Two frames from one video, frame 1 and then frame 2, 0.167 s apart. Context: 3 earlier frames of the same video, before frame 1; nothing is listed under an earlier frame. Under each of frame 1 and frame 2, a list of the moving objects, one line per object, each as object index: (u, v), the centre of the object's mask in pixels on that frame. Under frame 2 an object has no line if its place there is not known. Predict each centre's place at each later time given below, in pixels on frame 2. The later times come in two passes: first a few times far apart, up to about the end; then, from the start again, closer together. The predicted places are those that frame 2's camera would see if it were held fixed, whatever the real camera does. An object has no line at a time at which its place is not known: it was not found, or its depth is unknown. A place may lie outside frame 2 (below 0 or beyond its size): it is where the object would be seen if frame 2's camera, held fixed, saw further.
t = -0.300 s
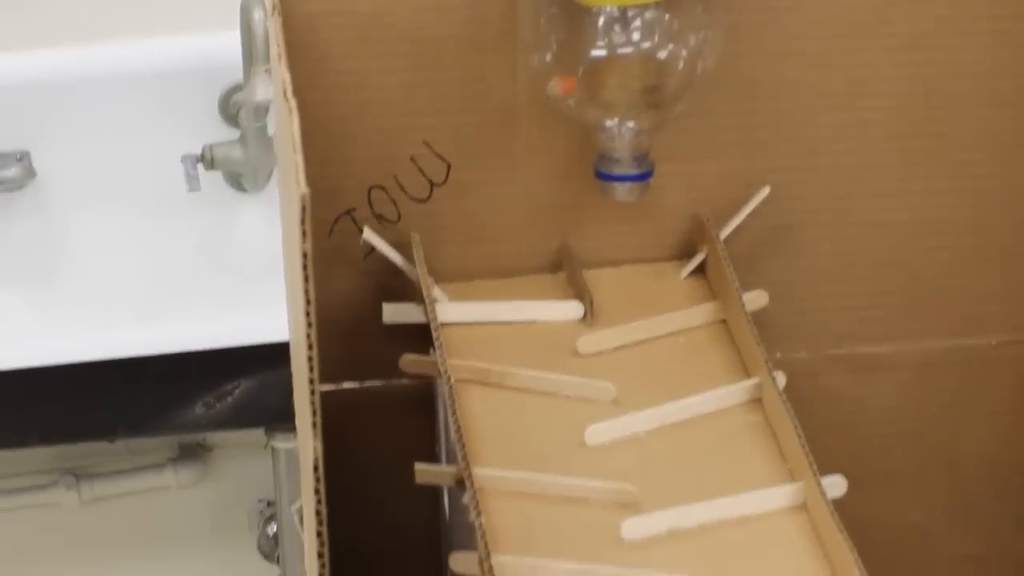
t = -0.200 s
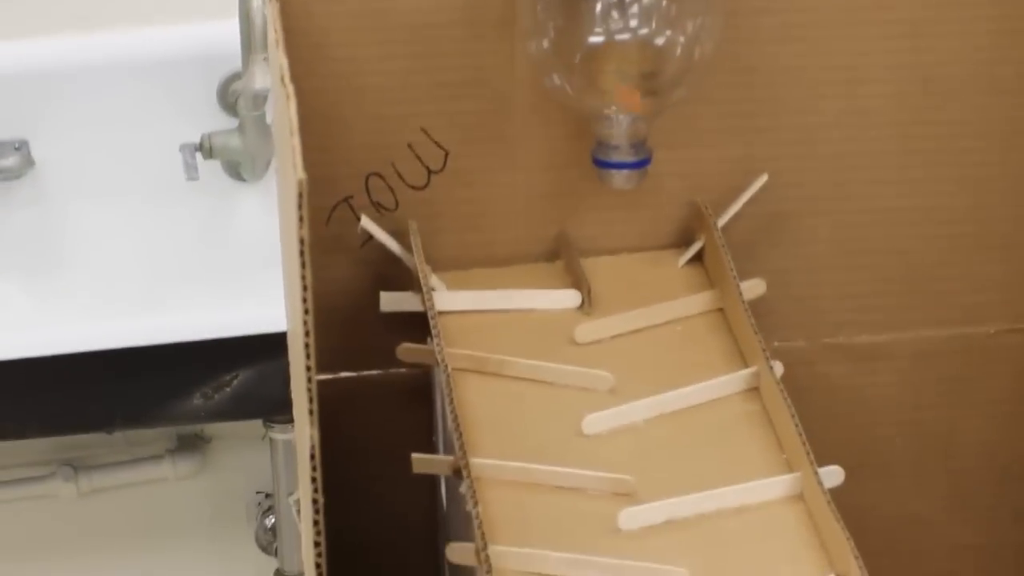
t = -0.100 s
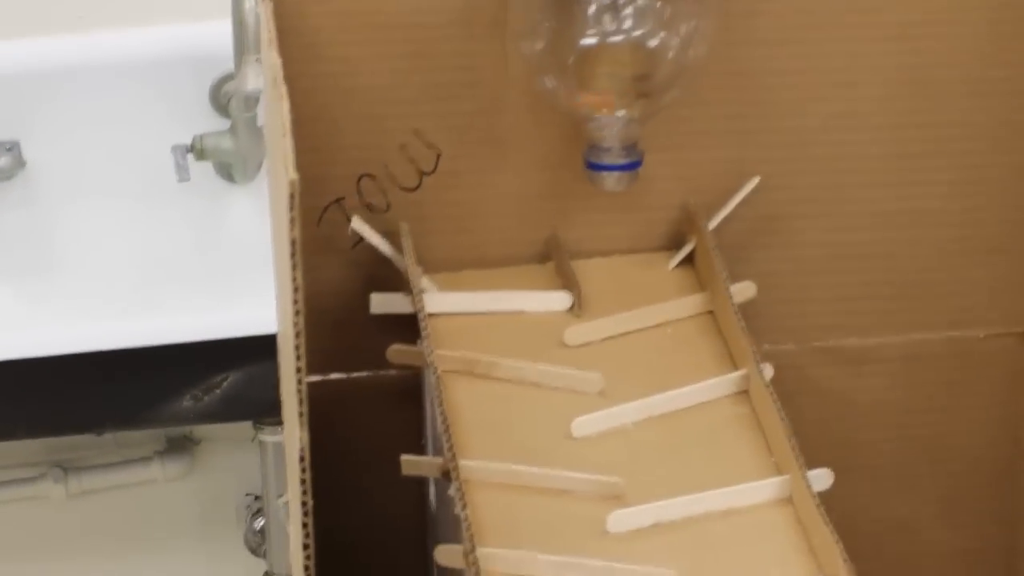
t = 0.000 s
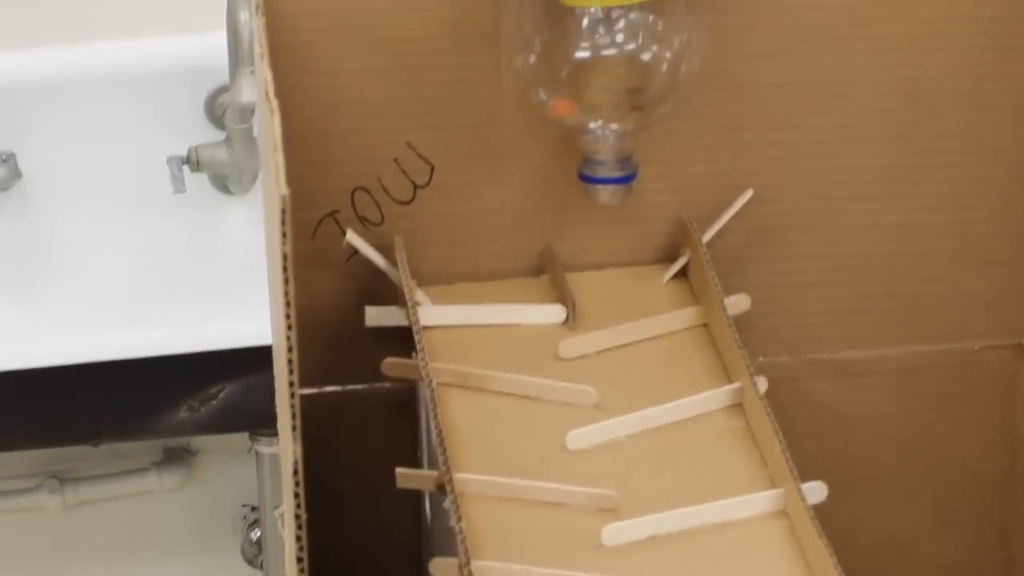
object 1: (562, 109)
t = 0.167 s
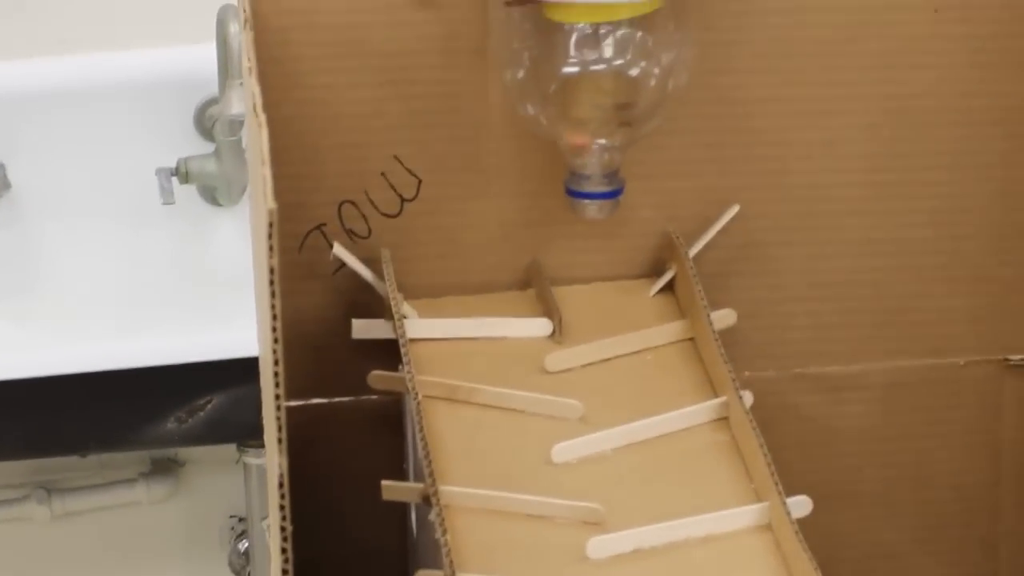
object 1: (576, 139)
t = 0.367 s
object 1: (604, 281)
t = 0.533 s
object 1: (594, 329)
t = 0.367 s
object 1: (604, 281)
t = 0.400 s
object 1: (609, 309)
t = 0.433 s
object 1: (605, 318)
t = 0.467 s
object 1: (608, 323)
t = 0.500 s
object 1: (606, 329)
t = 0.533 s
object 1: (594, 329)
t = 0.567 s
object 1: (581, 333)
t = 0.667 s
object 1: (549, 344)
